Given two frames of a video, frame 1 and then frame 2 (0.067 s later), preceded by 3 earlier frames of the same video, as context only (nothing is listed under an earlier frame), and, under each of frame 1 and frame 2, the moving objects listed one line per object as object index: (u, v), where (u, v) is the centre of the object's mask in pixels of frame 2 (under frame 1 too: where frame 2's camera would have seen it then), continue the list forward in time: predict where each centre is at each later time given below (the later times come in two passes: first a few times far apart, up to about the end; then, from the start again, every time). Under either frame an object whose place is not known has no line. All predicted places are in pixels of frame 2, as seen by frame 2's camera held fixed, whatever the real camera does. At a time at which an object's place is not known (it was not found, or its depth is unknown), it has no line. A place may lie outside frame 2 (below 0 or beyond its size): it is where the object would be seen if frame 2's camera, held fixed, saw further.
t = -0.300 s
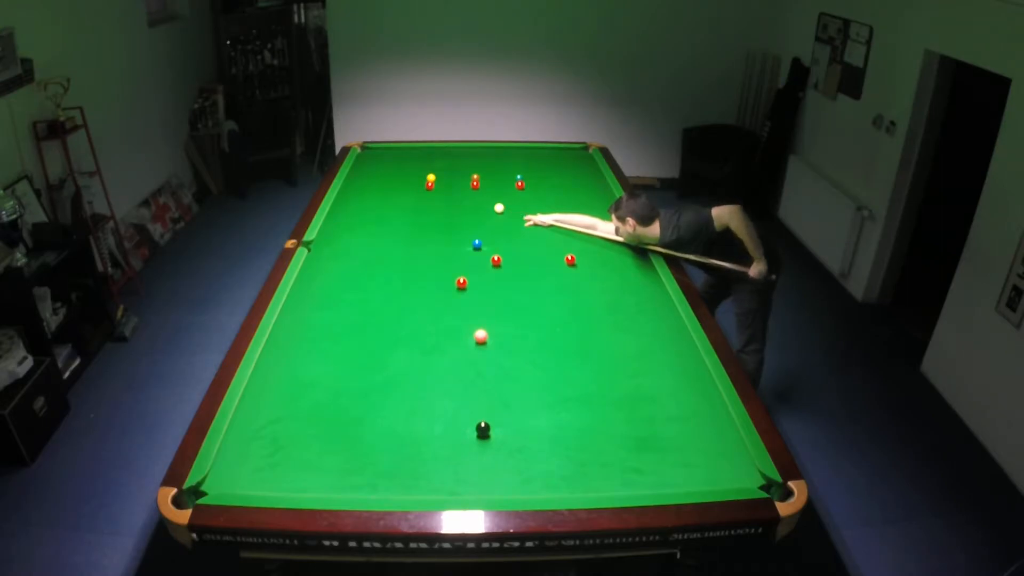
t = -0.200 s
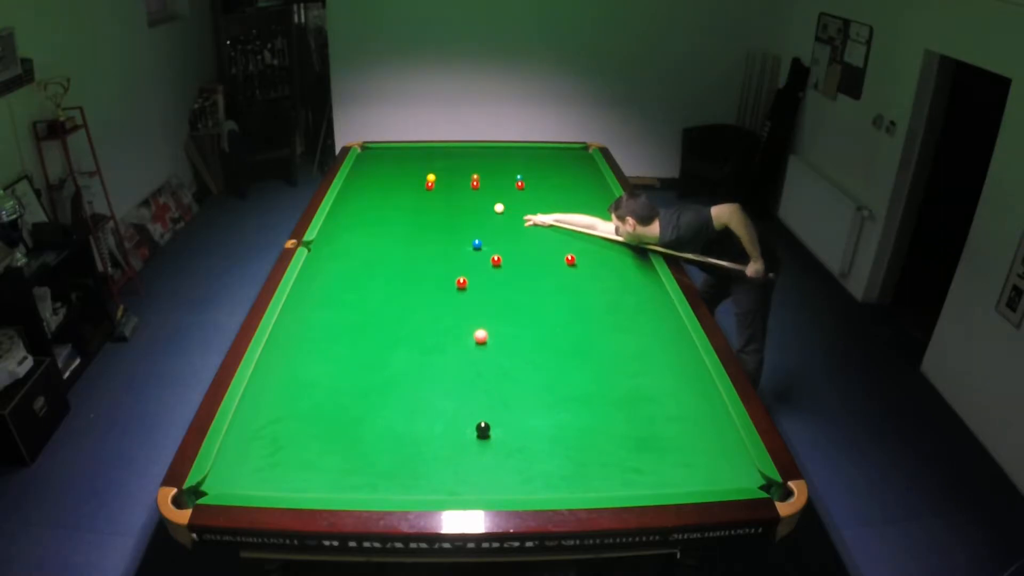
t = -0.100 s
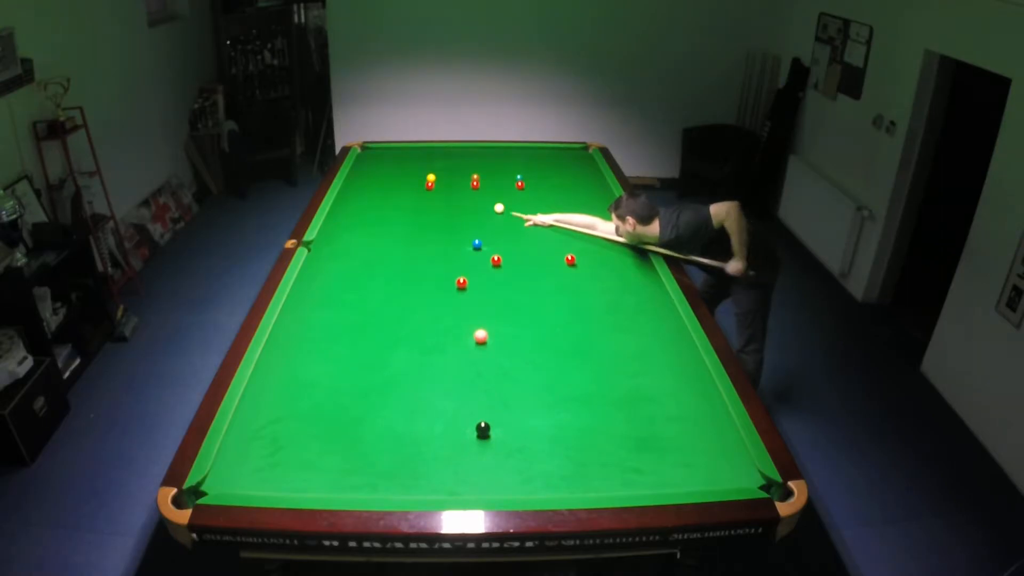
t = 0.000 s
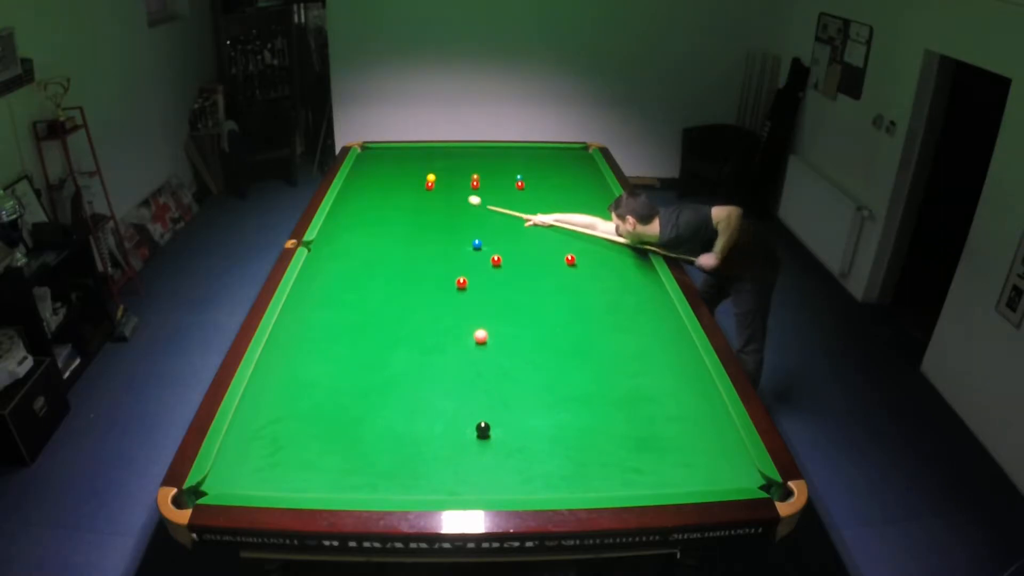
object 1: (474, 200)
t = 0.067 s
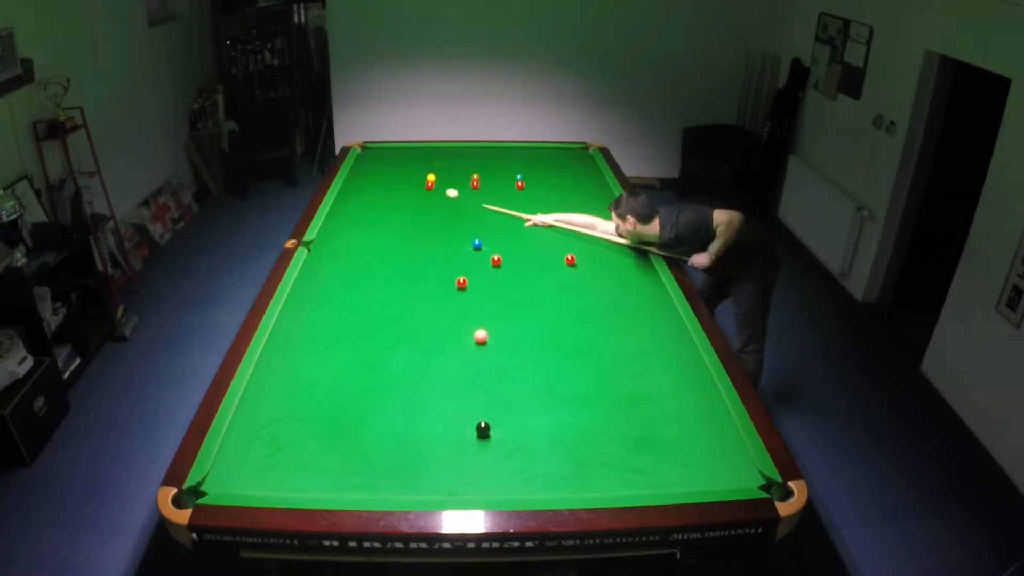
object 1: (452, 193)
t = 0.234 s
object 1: (425, 189)
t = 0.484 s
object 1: (407, 192)
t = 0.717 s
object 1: (392, 195)
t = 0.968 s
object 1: (376, 199)
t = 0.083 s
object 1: (447, 191)
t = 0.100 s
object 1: (442, 190)
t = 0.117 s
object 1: (437, 188)
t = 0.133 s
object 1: (433, 188)
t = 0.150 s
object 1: (431, 188)
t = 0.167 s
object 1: (430, 188)
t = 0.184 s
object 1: (429, 188)
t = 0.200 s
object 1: (427, 189)
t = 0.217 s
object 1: (426, 189)
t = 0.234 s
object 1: (425, 189)
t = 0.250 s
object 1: (424, 189)
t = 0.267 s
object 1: (422, 190)
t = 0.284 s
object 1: (421, 190)
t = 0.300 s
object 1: (420, 190)
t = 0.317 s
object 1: (419, 190)
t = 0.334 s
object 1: (418, 190)
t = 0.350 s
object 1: (417, 191)
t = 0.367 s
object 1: (415, 191)
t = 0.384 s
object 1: (414, 191)
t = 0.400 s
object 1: (413, 191)
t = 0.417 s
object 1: (412, 192)
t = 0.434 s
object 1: (411, 192)
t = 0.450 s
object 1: (410, 192)
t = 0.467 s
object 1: (408, 192)
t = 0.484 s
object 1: (407, 192)
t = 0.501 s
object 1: (406, 193)
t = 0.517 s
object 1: (405, 193)
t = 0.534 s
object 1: (404, 193)
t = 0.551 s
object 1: (403, 193)
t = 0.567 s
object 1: (402, 194)
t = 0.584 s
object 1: (401, 194)
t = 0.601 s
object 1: (400, 194)
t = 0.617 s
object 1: (398, 194)
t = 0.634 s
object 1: (397, 194)
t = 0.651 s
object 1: (396, 195)
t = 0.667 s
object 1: (395, 195)
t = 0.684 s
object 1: (394, 195)
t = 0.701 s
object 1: (393, 195)
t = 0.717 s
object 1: (392, 195)
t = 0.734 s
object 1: (391, 196)
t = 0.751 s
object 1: (390, 196)
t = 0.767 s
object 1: (389, 196)
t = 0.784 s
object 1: (388, 196)
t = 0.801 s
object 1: (386, 196)
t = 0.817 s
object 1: (385, 197)
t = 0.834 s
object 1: (384, 197)
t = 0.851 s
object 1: (383, 197)
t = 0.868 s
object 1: (382, 197)
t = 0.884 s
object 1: (381, 198)
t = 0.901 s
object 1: (380, 198)
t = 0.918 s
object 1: (379, 198)
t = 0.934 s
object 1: (378, 198)
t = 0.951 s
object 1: (377, 198)
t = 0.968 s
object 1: (376, 199)
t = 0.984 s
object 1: (375, 199)
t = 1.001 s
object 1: (374, 199)
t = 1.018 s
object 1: (373, 199)
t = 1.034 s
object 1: (372, 199)
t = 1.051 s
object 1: (371, 200)
